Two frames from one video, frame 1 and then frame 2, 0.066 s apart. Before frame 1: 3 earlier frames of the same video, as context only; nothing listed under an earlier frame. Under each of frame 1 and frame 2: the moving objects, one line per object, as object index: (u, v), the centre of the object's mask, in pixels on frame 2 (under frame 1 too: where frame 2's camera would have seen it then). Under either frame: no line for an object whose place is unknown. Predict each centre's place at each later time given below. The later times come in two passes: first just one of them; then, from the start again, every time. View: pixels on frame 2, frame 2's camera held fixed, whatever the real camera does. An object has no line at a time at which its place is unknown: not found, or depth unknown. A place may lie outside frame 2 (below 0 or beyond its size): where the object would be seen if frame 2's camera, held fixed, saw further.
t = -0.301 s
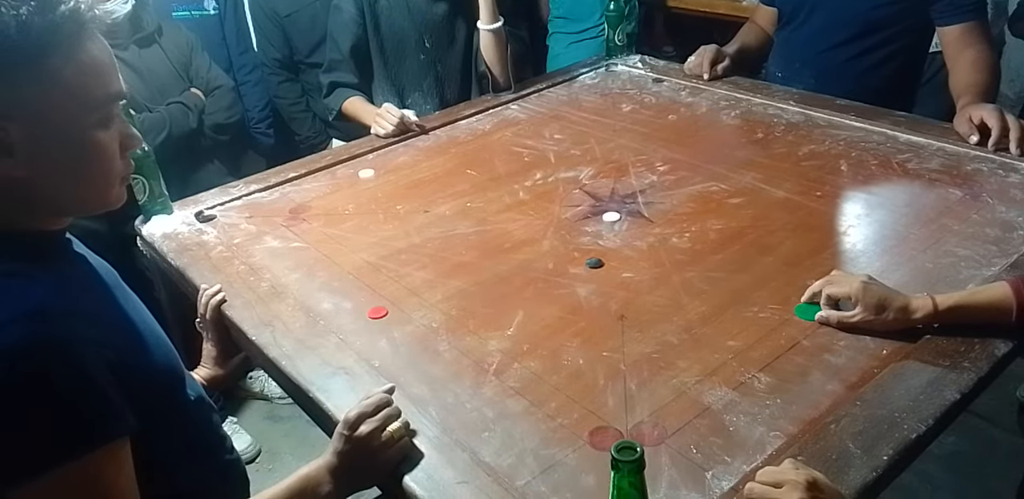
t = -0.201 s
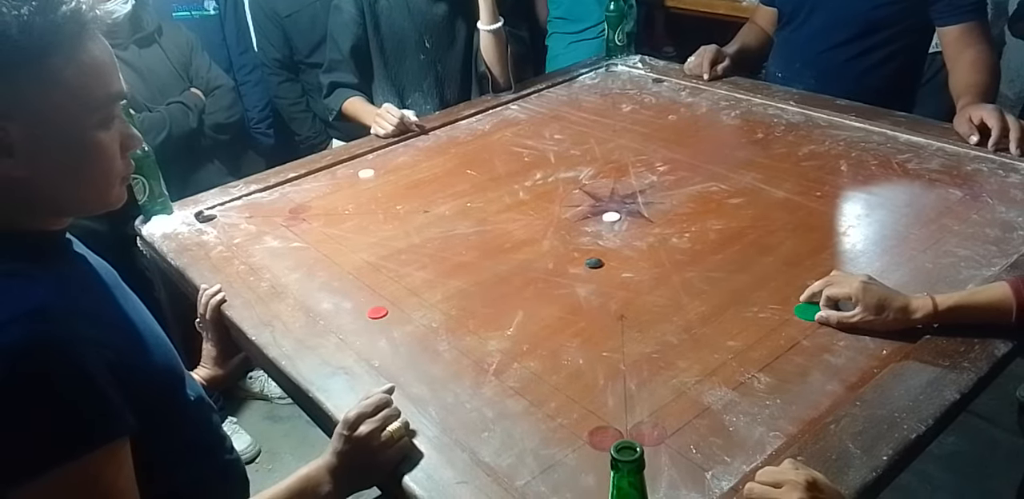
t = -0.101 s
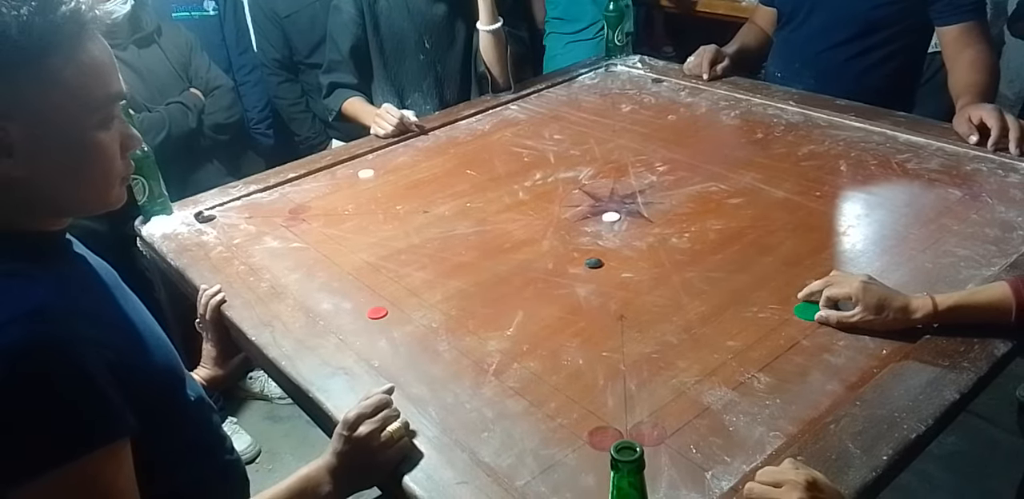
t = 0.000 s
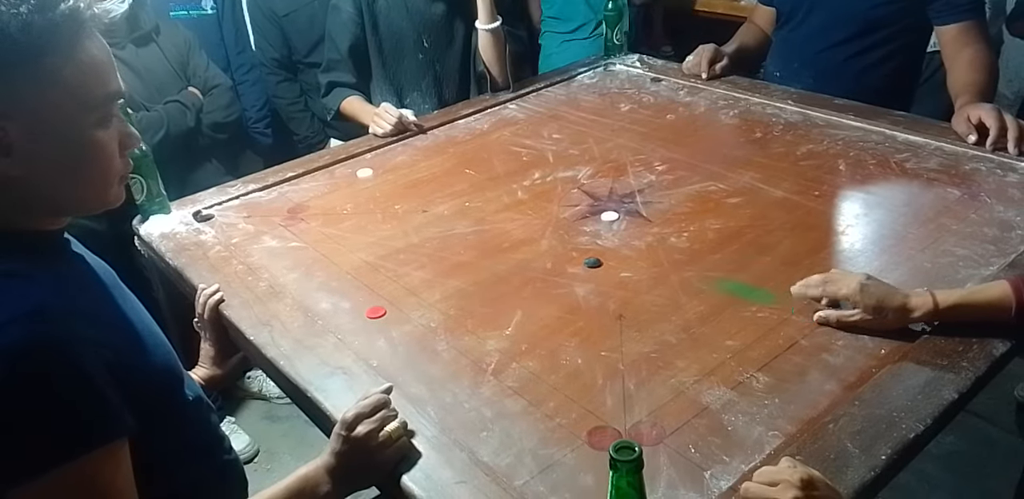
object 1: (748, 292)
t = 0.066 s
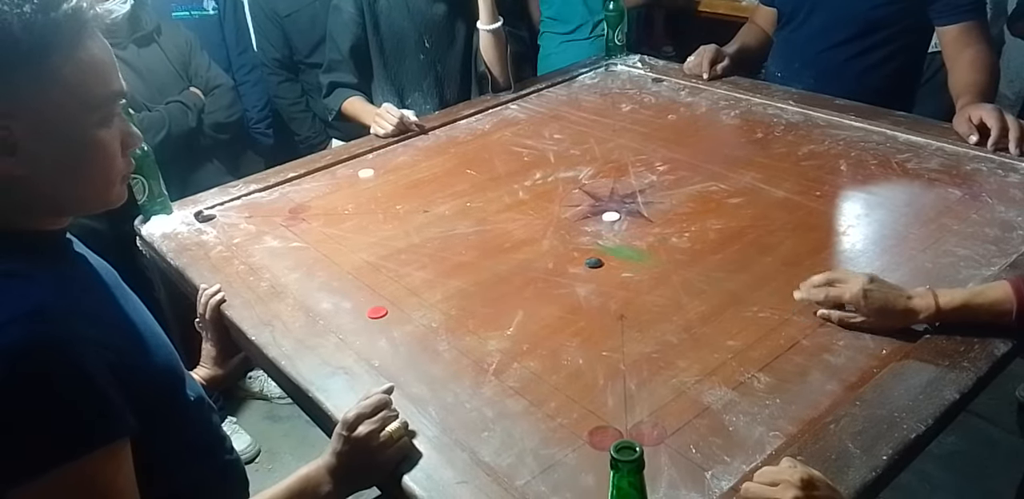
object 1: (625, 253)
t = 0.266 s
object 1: (383, 173)
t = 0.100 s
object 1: (573, 237)
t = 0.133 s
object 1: (527, 221)
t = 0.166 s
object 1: (488, 208)
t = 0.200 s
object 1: (448, 195)
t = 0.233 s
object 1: (414, 184)
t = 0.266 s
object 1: (383, 173)
